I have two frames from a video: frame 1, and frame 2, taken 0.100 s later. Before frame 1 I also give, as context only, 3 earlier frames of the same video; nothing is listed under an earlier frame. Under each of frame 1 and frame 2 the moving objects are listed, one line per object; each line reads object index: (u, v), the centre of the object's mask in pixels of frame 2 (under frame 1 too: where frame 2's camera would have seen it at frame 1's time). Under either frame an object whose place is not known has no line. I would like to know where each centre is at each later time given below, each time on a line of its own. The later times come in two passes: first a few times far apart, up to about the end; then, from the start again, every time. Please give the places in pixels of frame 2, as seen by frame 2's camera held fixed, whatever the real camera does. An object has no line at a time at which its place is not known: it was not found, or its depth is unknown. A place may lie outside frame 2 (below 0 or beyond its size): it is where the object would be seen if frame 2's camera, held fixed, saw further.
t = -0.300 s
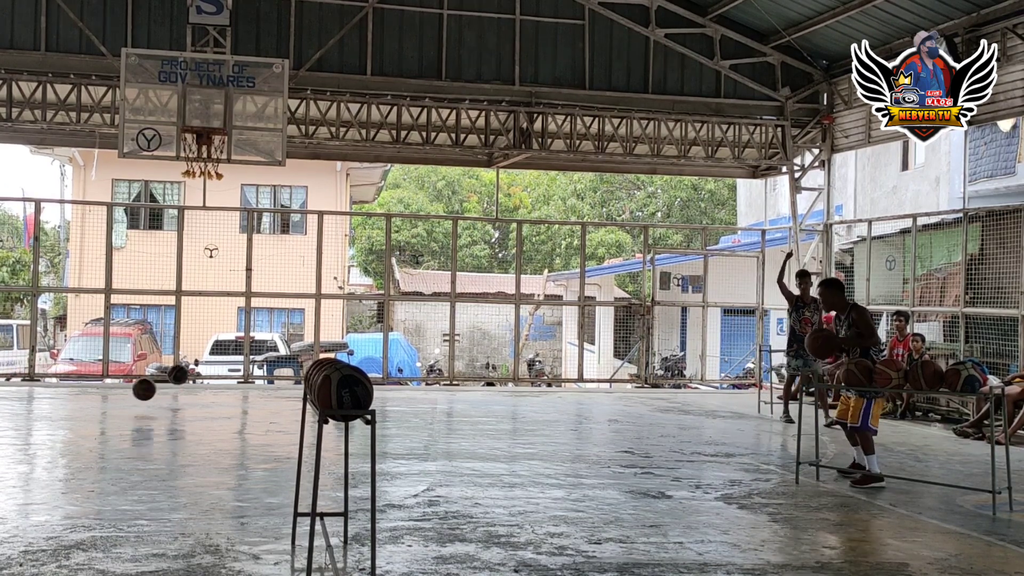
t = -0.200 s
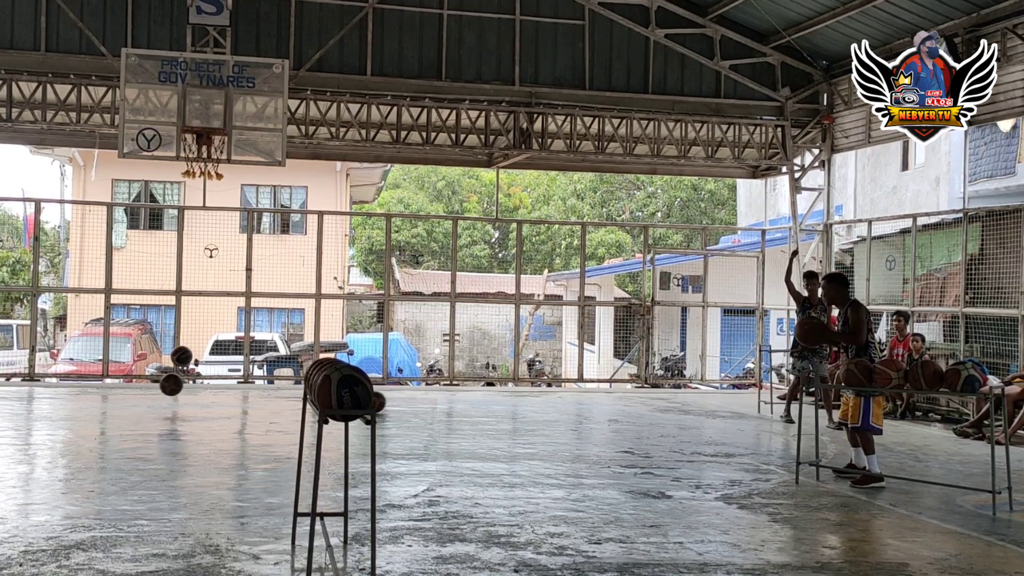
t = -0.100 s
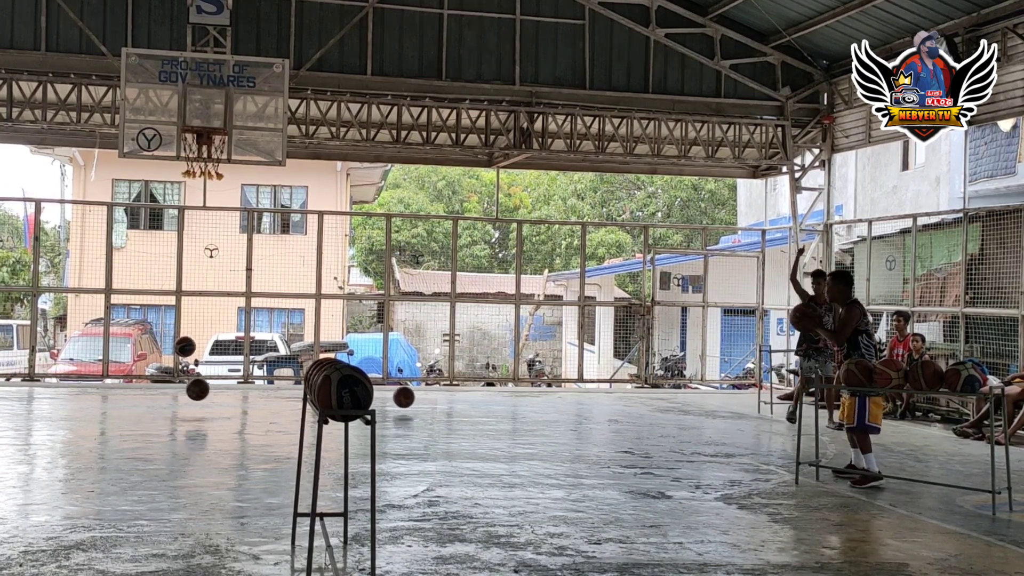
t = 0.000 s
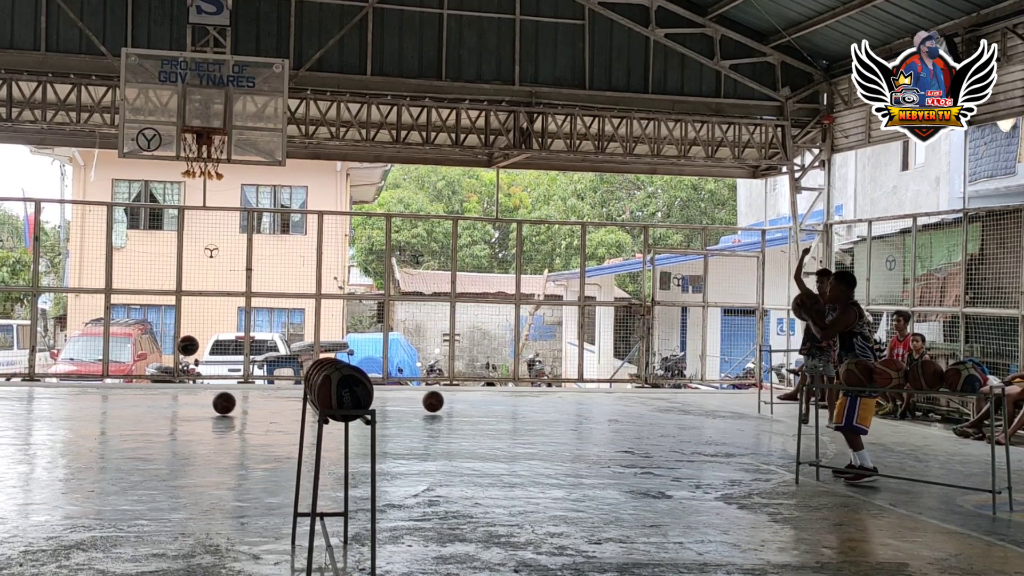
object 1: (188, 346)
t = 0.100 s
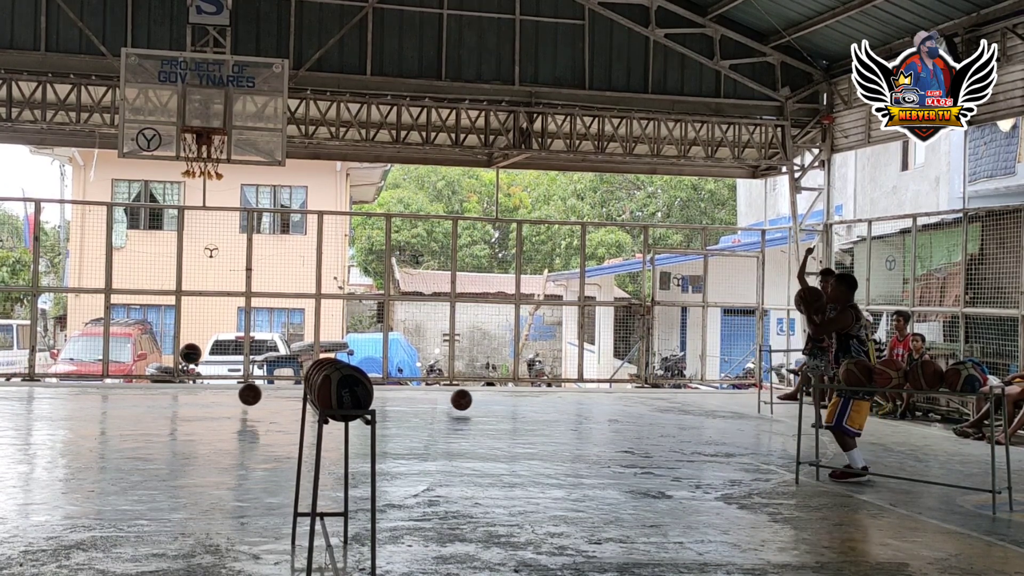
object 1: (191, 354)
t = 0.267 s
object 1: (194, 385)
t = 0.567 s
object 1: (202, 363)
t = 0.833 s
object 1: (209, 392)
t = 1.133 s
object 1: (217, 376)
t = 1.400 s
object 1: (223, 383)
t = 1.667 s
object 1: (228, 392)
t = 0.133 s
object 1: (191, 358)
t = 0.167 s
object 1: (192, 364)
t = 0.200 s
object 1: (192, 369)
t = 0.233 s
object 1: (194, 377)
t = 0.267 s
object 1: (194, 385)
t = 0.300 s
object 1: (195, 395)
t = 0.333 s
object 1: (196, 388)
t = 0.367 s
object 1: (197, 382)
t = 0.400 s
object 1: (198, 376)
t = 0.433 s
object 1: (199, 372)
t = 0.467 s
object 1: (200, 368)
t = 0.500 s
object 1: (201, 366)
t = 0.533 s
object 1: (201, 364)
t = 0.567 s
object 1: (202, 363)
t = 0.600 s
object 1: (204, 363)
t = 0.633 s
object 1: (204, 364)
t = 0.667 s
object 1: (205, 366)
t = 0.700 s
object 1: (206, 370)
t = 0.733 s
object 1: (207, 374)
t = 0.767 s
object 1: (208, 379)
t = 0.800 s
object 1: (208, 385)
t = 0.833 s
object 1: (209, 392)
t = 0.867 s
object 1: (210, 391)
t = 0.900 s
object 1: (211, 385)
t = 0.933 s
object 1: (212, 381)
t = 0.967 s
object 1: (213, 378)
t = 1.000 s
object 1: (214, 376)
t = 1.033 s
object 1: (215, 375)
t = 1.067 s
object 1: (216, 374)
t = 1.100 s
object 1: (217, 375)
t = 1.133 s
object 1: (217, 376)
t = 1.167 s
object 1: (218, 379)
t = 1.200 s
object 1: (219, 382)
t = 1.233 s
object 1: (220, 386)
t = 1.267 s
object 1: (220, 392)
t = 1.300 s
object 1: (221, 392)
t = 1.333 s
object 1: (222, 388)
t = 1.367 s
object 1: (222, 385)
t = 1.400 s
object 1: (223, 383)
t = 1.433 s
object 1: (224, 381)
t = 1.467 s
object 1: (224, 381)
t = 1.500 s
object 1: (225, 381)
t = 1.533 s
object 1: (226, 383)
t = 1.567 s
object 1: (226, 385)
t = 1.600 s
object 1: (227, 389)
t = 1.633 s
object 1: (228, 393)
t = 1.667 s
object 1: (228, 392)
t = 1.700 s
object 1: (229, 389)
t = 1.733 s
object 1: (229, 387)
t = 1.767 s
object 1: (229, 386)
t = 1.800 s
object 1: (230, 385)
